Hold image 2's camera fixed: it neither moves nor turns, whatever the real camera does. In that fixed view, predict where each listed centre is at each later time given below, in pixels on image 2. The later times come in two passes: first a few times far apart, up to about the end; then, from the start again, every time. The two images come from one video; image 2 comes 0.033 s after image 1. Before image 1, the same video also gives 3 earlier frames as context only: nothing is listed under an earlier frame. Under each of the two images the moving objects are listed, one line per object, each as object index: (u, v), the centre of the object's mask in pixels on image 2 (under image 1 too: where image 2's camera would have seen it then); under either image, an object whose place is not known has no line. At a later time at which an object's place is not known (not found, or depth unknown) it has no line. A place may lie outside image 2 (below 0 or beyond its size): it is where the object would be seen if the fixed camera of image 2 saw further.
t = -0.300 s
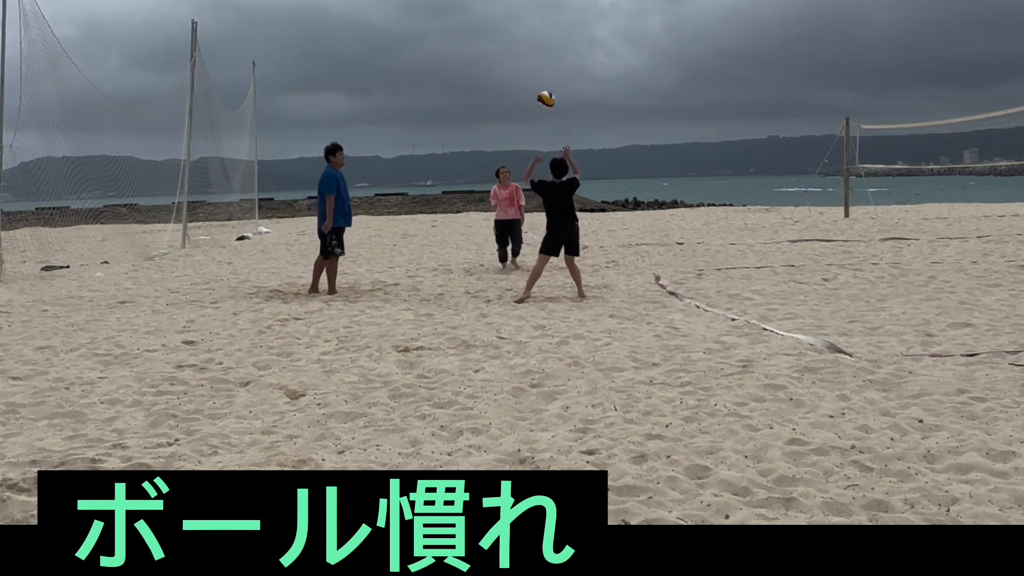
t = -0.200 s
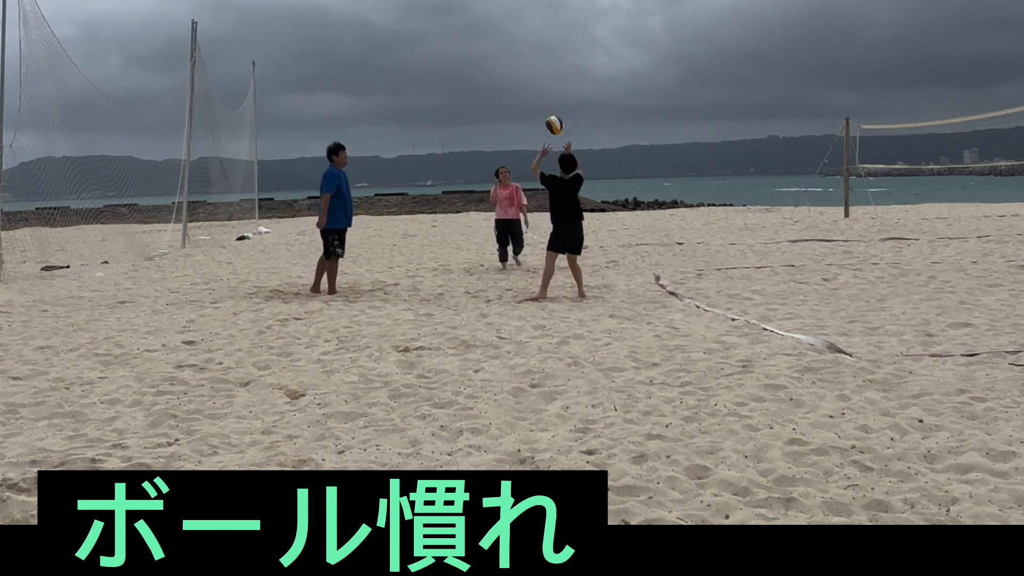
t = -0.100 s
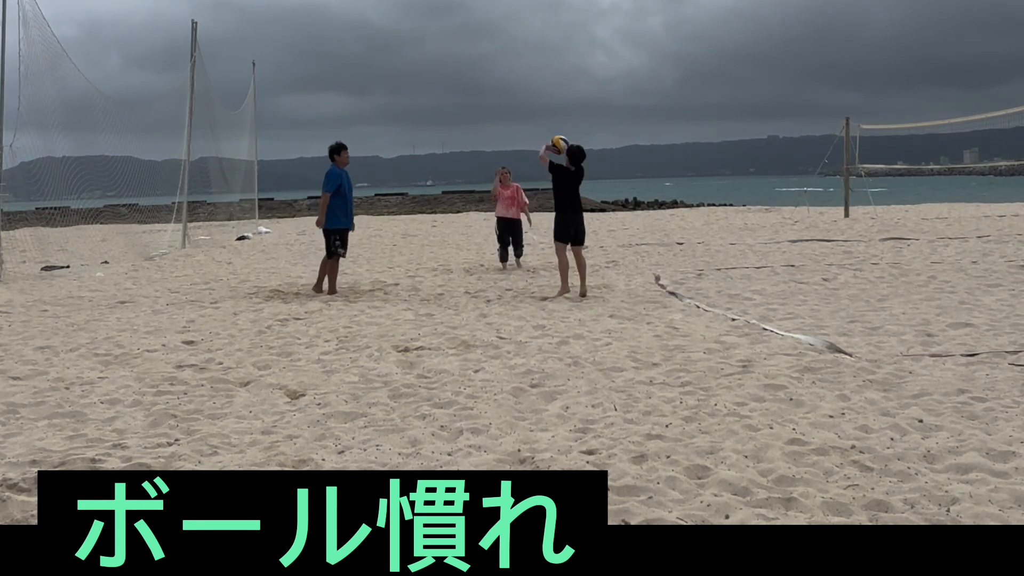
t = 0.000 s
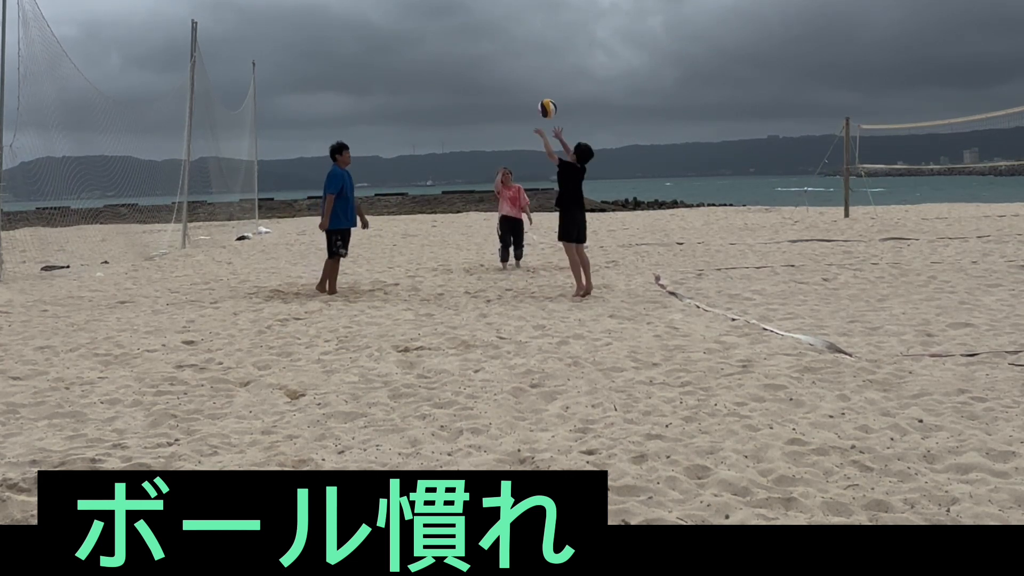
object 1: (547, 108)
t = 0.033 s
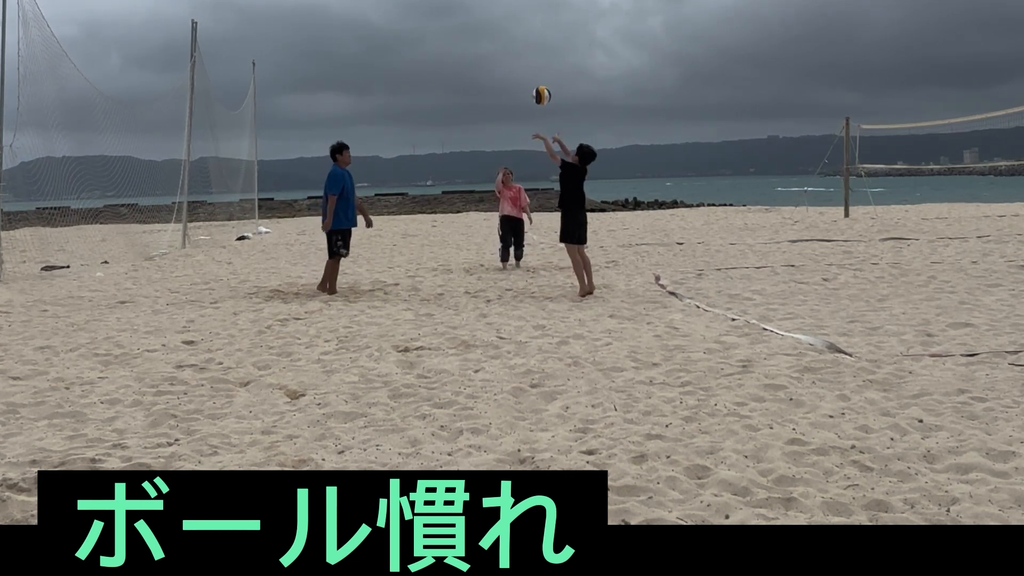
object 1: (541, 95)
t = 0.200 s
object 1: (515, 48)
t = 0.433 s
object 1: (487, 26)
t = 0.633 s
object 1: (466, 45)
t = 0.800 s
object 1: (450, 85)
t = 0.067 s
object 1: (536, 84)
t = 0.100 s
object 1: (530, 73)
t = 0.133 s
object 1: (525, 64)
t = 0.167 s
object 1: (520, 55)
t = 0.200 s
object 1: (515, 48)
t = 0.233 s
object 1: (511, 42)
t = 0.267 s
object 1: (506, 37)
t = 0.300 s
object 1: (502, 32)
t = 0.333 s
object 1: (498, 29)
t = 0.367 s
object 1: (494, 27)
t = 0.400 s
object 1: (490, 26)
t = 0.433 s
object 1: (487, 26)
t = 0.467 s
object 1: (483, 27)
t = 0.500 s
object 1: (479, 29)
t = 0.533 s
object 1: (476, 32)
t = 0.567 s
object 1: (472, 36)
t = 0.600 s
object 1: (469, 40)
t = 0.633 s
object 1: (466, 45)
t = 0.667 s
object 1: (462, 52)
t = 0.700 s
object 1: (459, 59)
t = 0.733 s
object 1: (456, 67)
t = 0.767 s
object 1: (453, 76)
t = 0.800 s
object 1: (450, 85)
